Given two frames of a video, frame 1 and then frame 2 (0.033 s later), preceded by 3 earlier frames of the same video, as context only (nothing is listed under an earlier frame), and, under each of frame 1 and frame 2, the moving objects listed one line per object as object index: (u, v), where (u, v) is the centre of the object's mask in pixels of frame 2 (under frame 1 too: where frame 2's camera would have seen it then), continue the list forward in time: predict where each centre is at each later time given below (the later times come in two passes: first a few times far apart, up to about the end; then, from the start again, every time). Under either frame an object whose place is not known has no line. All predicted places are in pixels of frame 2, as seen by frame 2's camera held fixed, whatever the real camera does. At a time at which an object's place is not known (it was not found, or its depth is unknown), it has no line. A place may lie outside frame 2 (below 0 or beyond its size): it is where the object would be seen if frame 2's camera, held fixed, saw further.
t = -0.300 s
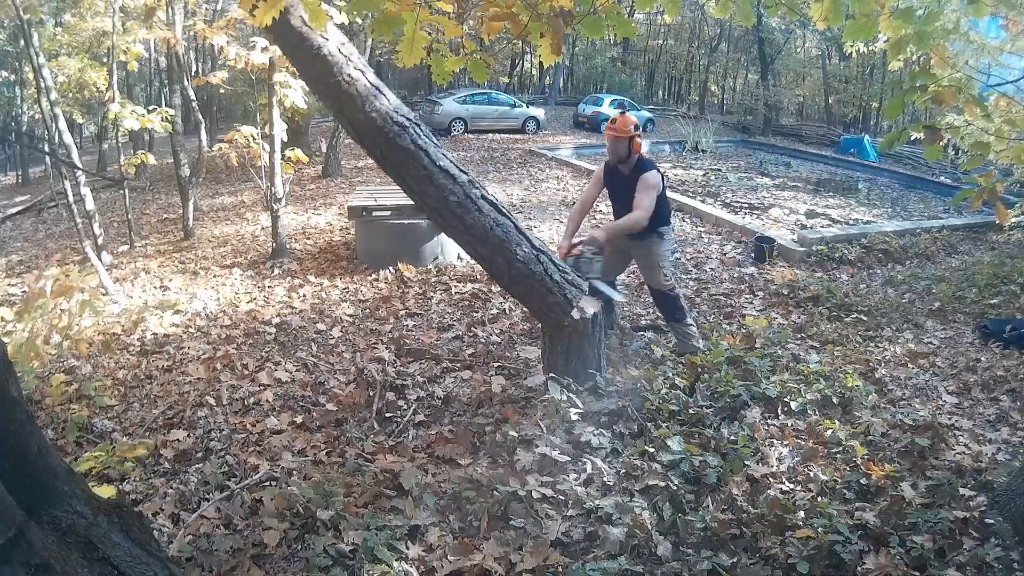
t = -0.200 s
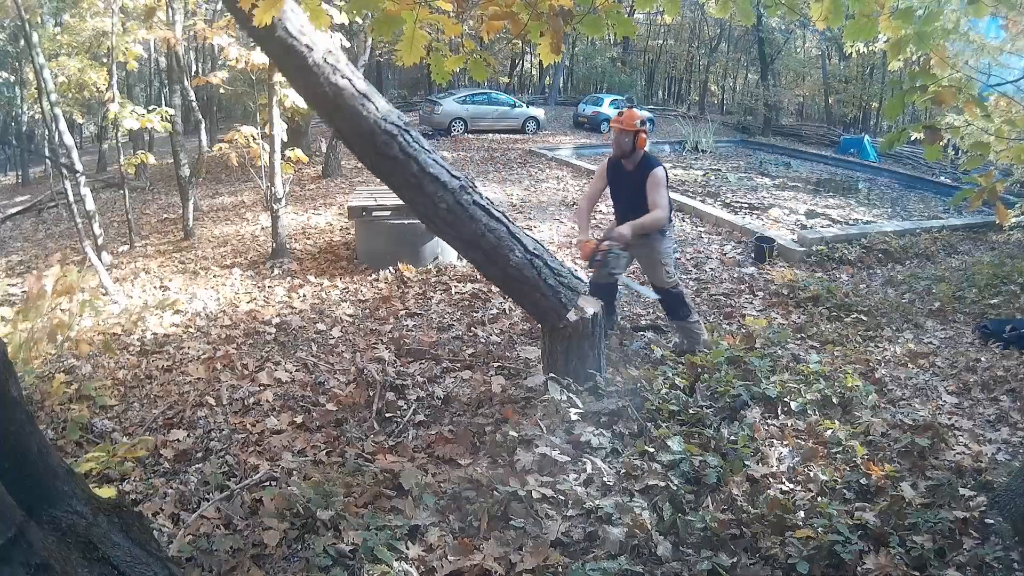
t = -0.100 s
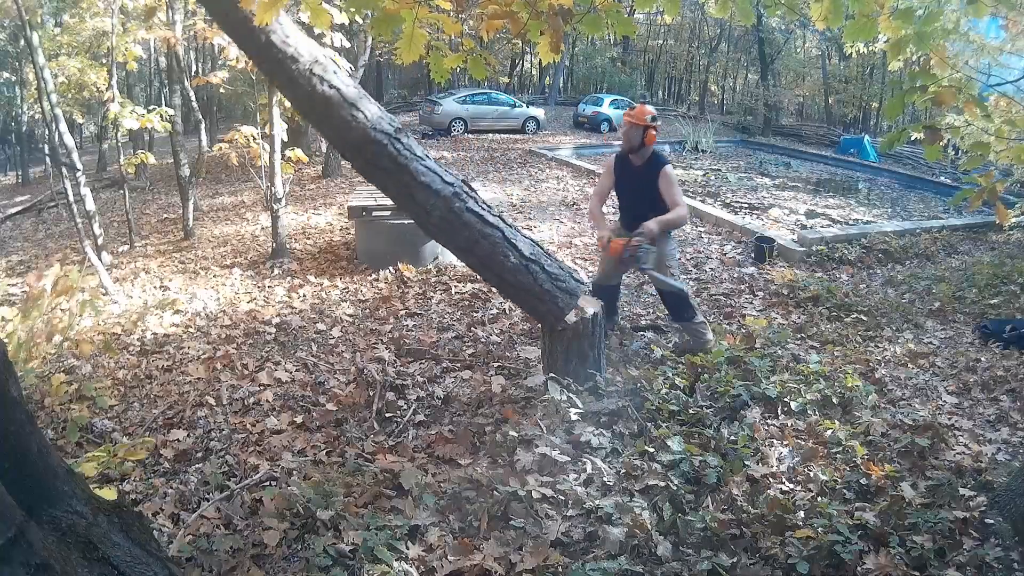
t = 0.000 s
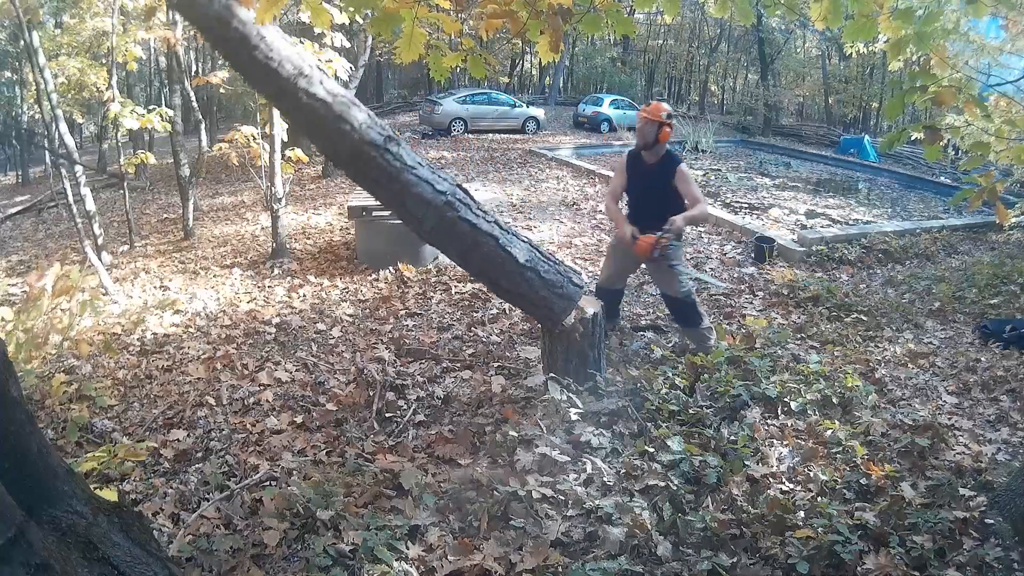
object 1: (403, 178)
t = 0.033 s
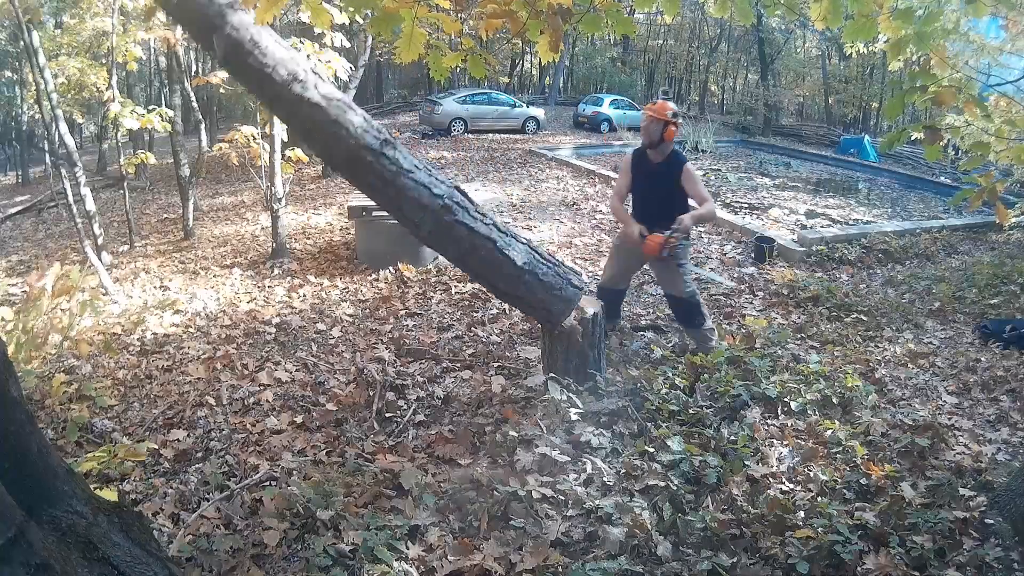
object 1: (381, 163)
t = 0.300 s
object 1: (311, 170)
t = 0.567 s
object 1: (288, 292)
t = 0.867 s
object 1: (278, 376)
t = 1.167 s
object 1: (289, 421)
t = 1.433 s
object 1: (299, 396)
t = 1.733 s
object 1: (302, 435)
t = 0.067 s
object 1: (381, 169)
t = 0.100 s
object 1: (367, 162)
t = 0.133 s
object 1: (358, 162)
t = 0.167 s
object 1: (350, 163)
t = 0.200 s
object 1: (341, 164)
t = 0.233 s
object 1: (332, 166)
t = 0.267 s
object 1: (321, 167)
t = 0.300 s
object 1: (311, 170)
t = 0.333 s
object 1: (302, 174)
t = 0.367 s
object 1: (296, 182)
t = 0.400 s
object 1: (295, 195)
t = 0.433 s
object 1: (295, 211)
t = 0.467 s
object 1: (292, 227)
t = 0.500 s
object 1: (289, 245)
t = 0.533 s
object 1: (291, 269)
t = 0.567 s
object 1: (288, 292)
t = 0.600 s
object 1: (284, 316)
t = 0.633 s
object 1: (282, 331)
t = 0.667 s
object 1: (282, 339)
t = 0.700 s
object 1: (284, 347)
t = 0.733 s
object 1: (286, 355)
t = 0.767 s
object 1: (284, 361)
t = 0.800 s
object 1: (281, 366)
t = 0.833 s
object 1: (278, 370)
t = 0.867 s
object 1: (278, 376)
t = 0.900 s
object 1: (279, 381)
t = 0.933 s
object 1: (282, 388)
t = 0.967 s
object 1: (284, 398)
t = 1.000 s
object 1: (288, 407)
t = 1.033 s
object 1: (292, 415)
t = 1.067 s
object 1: (299, 423)
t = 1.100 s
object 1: (295, 429)
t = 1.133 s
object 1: (283, 428)
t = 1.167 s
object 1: (289, 421)
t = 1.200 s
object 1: (308, 414)
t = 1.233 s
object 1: (300, 403)
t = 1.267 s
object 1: (301, 398)
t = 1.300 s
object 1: (296, 395)
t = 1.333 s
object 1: (296, 393)
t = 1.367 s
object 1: (298, 392)
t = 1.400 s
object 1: (298, 393)
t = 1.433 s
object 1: (299, 396)
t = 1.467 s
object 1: (299, 403)
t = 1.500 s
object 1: (312, 414)
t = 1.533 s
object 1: (307, 422)
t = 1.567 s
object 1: (300, 431)
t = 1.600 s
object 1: (292, 438)
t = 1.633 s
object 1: (292, 437)
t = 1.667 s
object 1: (296, 437)
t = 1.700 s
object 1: (297, 437)
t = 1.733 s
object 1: (302, 435)
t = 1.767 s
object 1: (302, 434)
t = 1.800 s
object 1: (300, 433)
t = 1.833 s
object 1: (299, 433)
